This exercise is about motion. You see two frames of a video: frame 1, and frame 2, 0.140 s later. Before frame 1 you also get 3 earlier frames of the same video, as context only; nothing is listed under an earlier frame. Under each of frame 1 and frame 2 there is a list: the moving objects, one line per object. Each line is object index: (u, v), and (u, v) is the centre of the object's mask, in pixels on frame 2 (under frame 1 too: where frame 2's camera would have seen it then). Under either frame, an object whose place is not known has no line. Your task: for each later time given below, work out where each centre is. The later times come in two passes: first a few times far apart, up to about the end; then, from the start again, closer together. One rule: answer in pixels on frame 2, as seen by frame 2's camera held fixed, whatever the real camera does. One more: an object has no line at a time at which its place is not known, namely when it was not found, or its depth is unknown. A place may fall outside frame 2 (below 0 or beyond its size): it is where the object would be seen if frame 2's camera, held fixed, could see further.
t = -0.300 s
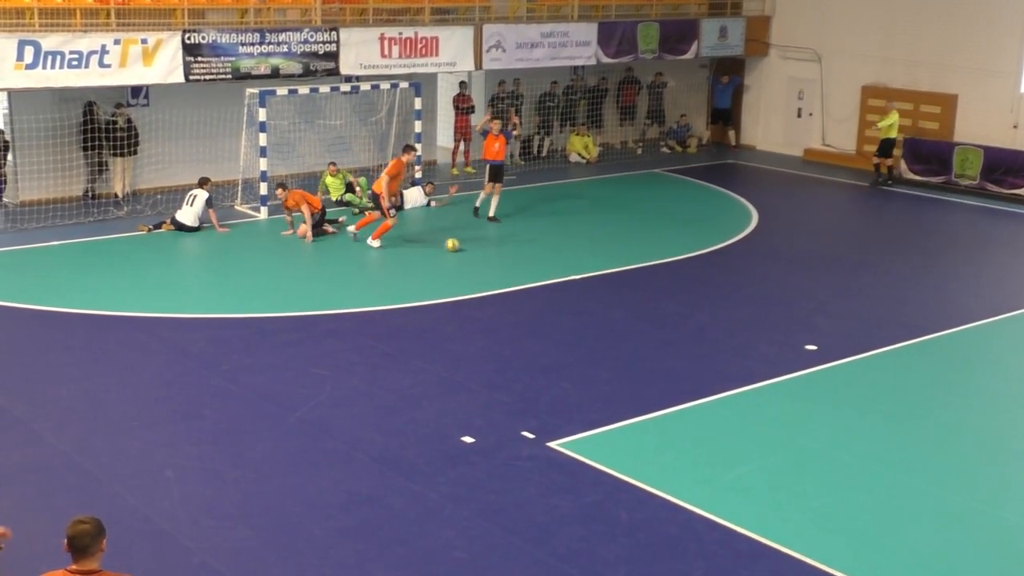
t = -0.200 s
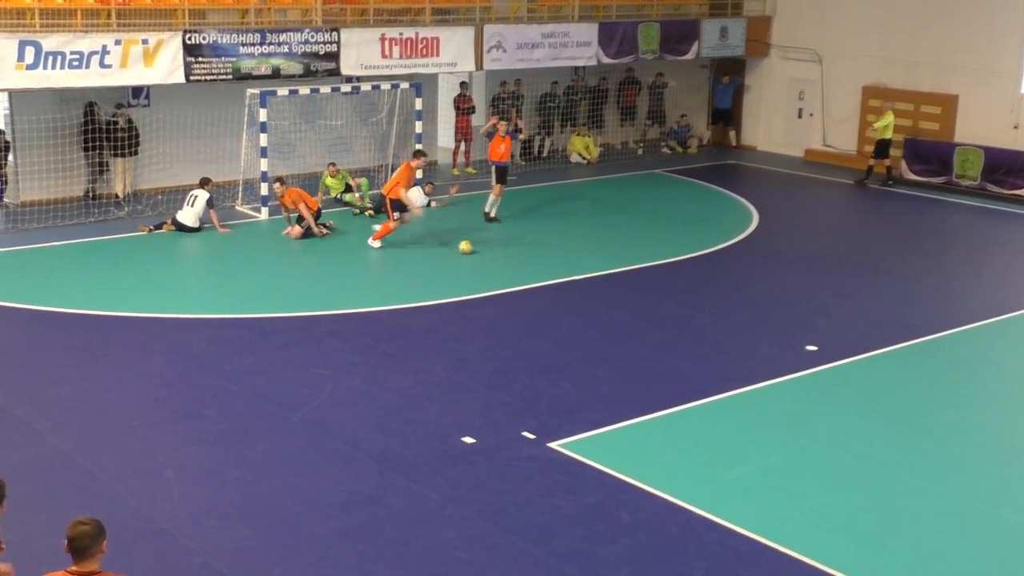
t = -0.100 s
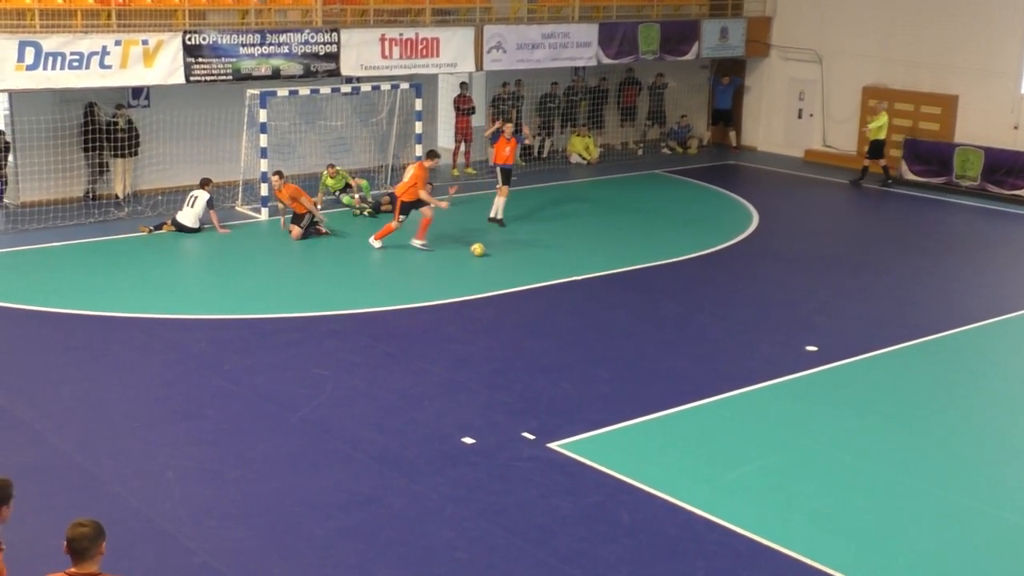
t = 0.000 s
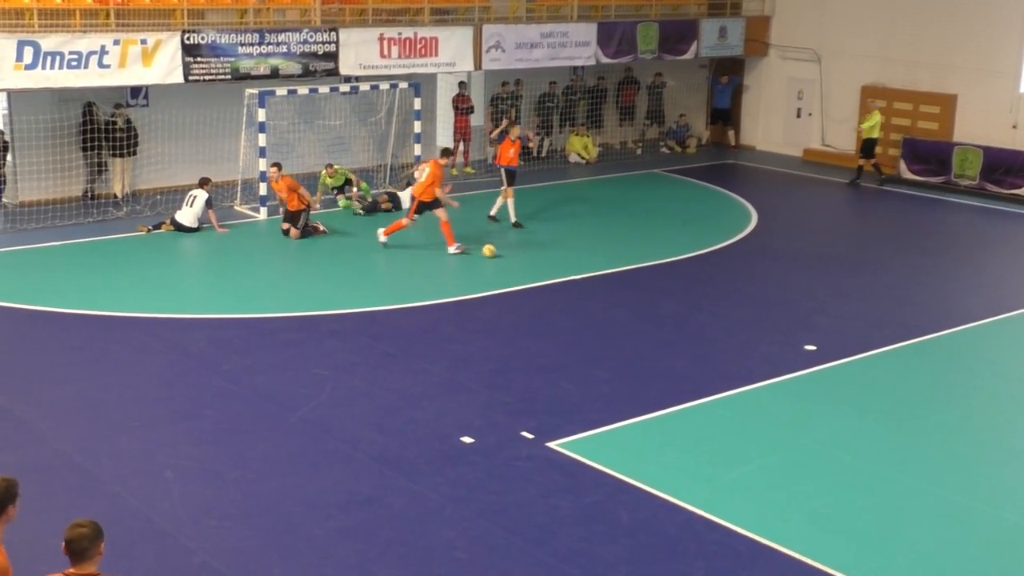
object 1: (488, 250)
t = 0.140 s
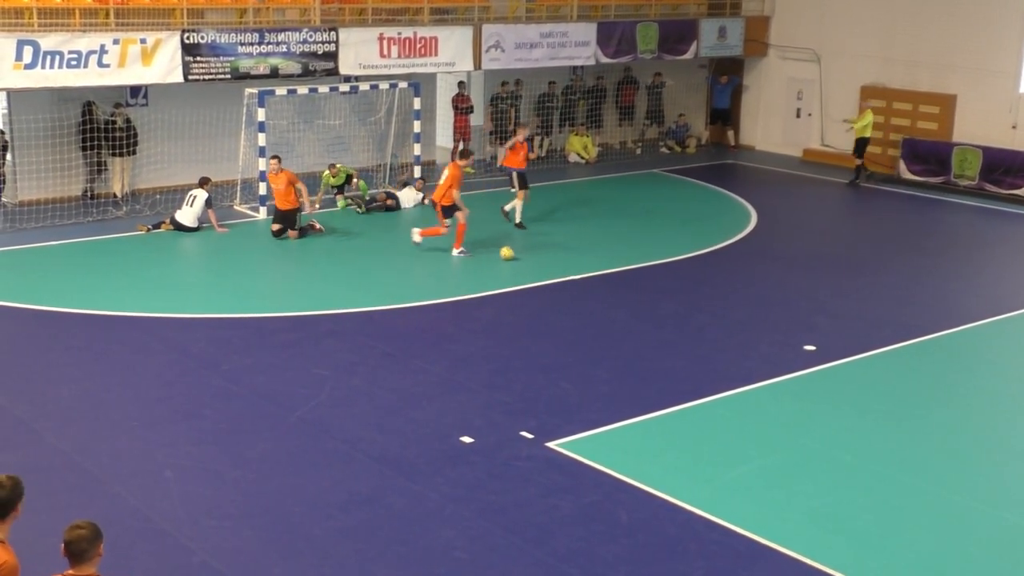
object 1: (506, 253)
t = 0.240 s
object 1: (519, 255)
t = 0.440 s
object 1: (544, 260)
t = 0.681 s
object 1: (574, 264)
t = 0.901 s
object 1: (602, 268)
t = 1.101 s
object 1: (627, 273)
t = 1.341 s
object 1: (657, 277)
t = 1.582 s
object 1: (687, 282)
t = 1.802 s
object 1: (714, 287)
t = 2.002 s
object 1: (740, 291)
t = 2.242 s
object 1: (770, 296)
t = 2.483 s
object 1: (799, 301)
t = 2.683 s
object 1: (824, 306)
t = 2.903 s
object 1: (851, 311)
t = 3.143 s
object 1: (880, 317)
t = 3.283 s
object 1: (898, 320)
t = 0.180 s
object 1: (511, 254)
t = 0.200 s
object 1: (514, 254)
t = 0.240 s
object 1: (519, 255)
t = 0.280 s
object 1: (524, 256)
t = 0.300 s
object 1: (526, 256)
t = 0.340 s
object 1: (532, 257)
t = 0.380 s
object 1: (536, 258)
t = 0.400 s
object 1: (539, 259)
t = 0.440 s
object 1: (544, 260)
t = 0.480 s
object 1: (549, 260)
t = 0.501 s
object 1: (551, 261)
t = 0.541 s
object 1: (557, 261)
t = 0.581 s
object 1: (562, 262)
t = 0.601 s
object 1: (565, 263)
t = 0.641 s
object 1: (570, 263)
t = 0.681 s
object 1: (574, 264)
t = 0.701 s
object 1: (577, 265)
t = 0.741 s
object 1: (581, 266)
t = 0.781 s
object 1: (587, 266)
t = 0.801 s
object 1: (590, 267)
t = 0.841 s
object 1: (594, 267)
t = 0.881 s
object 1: (599, 268)
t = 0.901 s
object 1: (602, 268)
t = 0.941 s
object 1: (607, 269)
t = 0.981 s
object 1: (612, 270)
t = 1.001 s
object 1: (615, 271)
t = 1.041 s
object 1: (620, 272)
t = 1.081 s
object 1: (625, 272)
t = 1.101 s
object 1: (627, 273)
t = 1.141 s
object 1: (632, 273)
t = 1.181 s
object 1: (637, 274)
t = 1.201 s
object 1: (640, 274)
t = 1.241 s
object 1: (645, 275)
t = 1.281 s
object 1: (650, 276)
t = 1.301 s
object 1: (652, 276)
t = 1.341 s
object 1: (657, 277)
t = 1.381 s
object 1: (662, 278)
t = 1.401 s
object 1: (665, 278)
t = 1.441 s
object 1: (670, 279)
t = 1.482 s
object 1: (675, 280)
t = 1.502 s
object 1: (678, 281)
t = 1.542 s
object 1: (683, 281)
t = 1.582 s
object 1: (687, 282)
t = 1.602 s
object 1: (690, 283)
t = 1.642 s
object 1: (695, 283)
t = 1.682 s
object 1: (700, 284)
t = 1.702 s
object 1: (703, 284)
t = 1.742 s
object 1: (707, 285)
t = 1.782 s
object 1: (712, 286)
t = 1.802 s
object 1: (714, 287)
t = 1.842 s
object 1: (720, 287)
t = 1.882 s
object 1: (725, 288)
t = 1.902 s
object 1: (728, 289)
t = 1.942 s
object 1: (733, 290)
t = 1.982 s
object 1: (737, 290)
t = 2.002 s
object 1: (740, 291)
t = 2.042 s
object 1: (745, 292)
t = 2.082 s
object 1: (750, 292)
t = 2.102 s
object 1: (753, 293)
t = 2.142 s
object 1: (757, 294)
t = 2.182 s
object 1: (762, 294)
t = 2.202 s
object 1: (765, 295)
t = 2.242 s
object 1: (770, 296)
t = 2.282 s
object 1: (774, 297)
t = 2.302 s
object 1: (777, 297)
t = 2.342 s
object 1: (782, 298)
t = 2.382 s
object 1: (787, 299)
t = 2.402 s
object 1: (789, 299)
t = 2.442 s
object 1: (794, 301)
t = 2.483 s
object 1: (799, 301)
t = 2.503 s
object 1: (802, 302)
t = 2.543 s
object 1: (807, 303)
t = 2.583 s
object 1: (811, 304)
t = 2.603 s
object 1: (814, 304)
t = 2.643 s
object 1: (819, 305)
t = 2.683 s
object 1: (824, 306)
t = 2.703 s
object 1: (826, 307)
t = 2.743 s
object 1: (831, 308)
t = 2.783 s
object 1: (836, 308)
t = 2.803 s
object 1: (838, 309)
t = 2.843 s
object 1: (843, 309)
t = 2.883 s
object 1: (848, 310)
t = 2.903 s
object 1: (851, 311)
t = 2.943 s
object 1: (856, 312)
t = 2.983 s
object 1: (861, 313)
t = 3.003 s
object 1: (863, 314)
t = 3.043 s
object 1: (868, 314)
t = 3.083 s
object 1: (872, 315)
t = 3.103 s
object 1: (875, 316)
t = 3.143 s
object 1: (880, 317)
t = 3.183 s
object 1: (885, 318)
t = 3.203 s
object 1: (888, 318)
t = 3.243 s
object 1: (893, 319)
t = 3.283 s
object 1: (898, 320)
